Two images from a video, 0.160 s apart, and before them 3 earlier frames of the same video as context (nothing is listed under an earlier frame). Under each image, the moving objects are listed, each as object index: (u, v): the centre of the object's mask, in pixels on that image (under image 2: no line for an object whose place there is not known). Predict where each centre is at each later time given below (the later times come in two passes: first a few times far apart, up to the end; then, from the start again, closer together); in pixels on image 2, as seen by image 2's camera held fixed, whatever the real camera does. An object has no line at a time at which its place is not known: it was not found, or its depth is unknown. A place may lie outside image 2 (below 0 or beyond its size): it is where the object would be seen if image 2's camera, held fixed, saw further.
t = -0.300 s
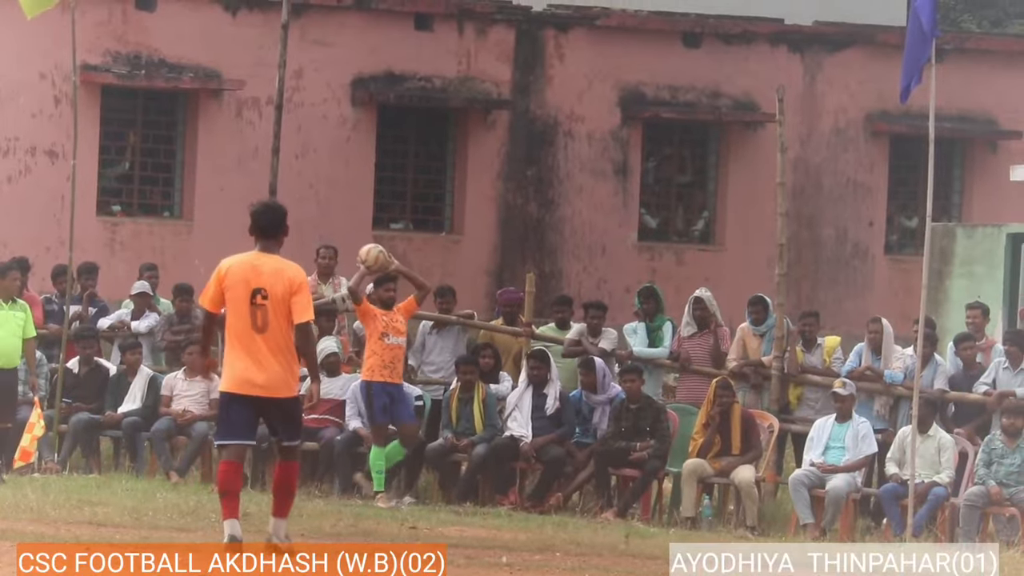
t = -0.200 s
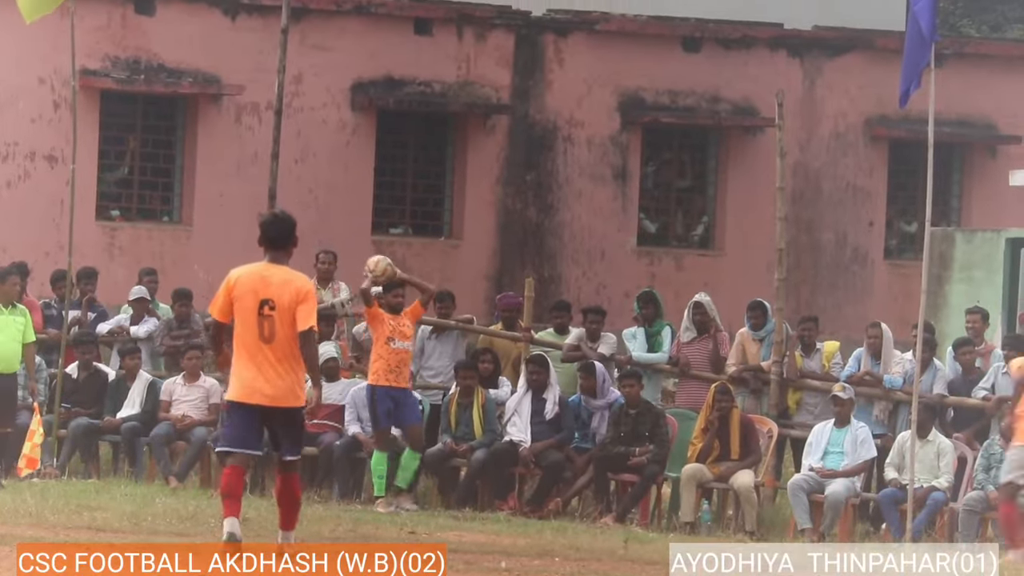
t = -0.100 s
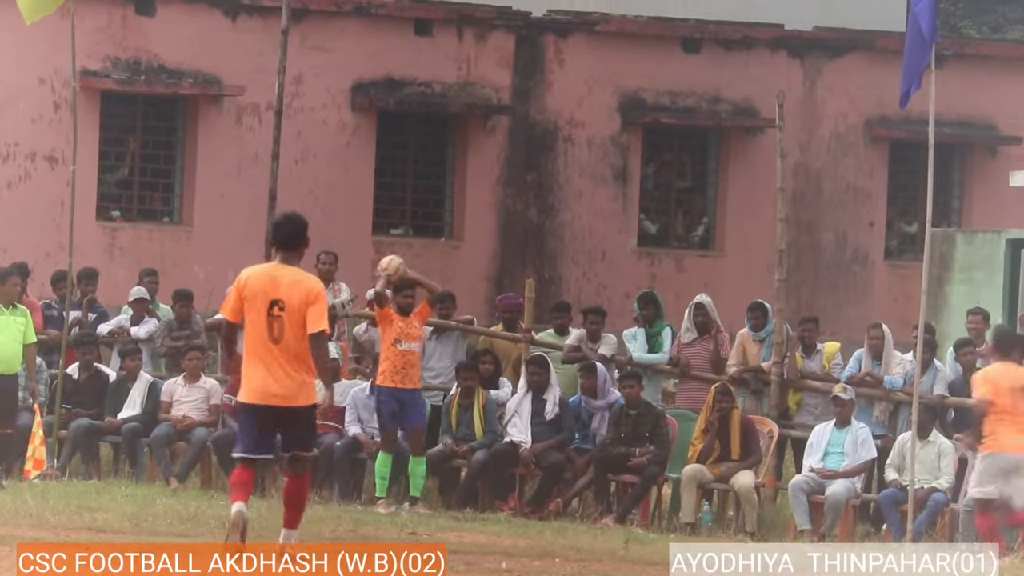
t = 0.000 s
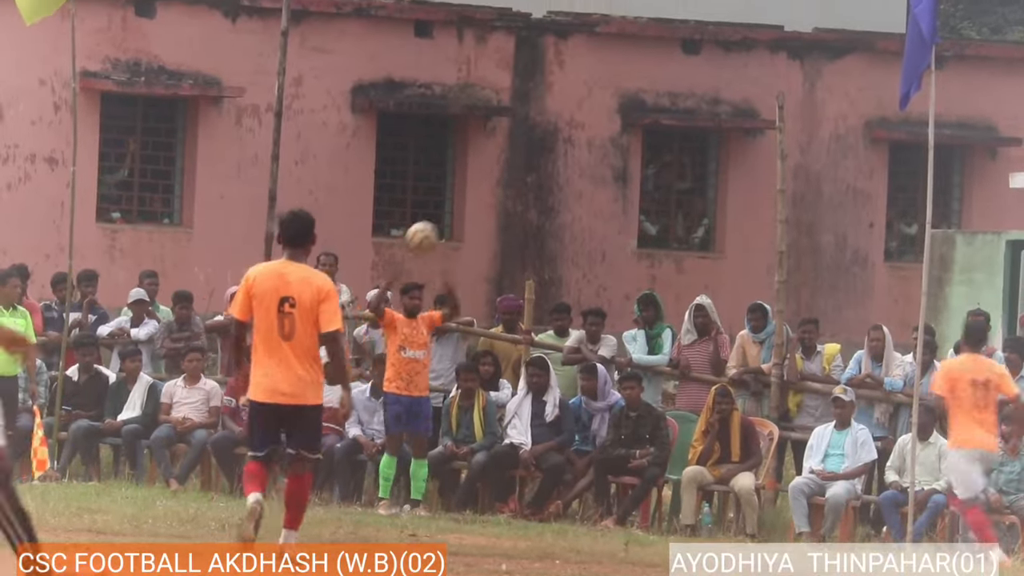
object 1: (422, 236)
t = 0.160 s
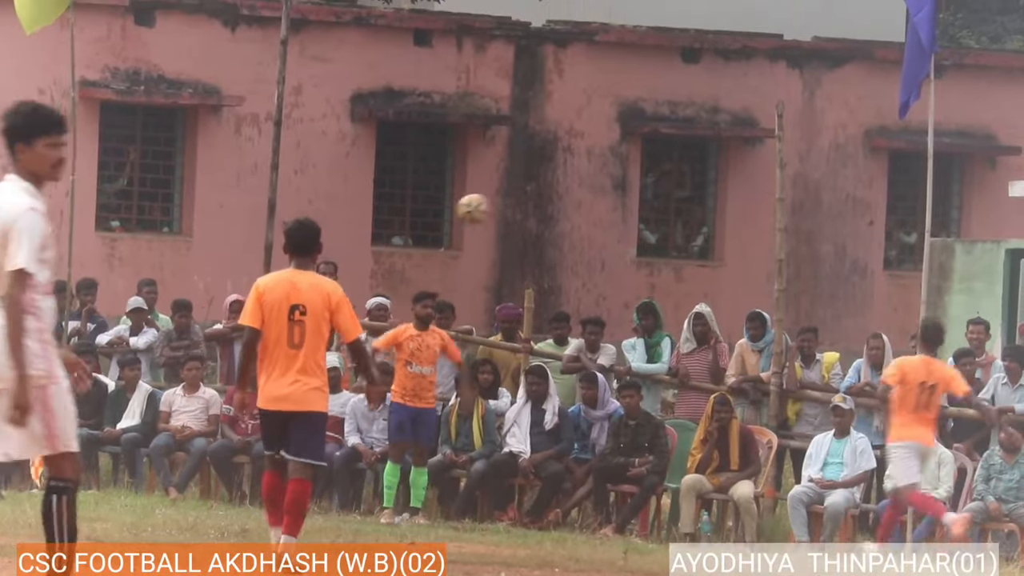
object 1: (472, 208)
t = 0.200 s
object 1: (486, 204)
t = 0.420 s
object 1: (554, 219)
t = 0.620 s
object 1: (616, 292)
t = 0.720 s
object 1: (644, 350)
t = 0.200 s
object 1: (486, 204)
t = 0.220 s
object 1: (492, 203)
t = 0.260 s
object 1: (505, 202)
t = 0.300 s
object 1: (517, 204)
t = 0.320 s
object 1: (523, 205)
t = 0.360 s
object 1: (535, 210)
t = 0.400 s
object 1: (548, 216)
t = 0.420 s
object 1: (554, 219)
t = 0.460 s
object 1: (567, 229)
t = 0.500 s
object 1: (580, 242)
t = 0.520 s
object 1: (586, 247)
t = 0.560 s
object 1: (598, 264)
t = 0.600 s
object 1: (609, 283)
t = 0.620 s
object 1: (616, 292)
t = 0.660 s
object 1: (628, 315)
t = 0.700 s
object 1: (640, 339)
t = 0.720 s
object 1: (644, 350)
